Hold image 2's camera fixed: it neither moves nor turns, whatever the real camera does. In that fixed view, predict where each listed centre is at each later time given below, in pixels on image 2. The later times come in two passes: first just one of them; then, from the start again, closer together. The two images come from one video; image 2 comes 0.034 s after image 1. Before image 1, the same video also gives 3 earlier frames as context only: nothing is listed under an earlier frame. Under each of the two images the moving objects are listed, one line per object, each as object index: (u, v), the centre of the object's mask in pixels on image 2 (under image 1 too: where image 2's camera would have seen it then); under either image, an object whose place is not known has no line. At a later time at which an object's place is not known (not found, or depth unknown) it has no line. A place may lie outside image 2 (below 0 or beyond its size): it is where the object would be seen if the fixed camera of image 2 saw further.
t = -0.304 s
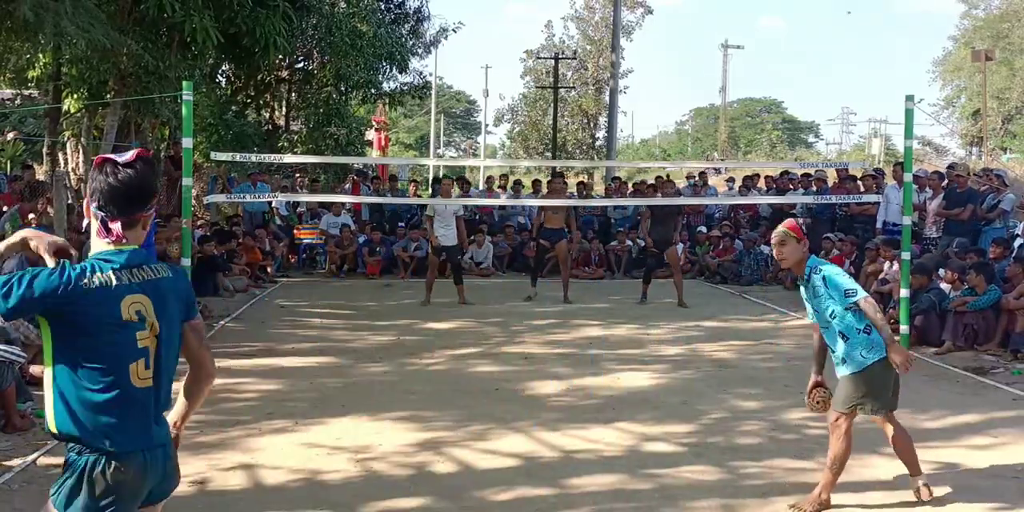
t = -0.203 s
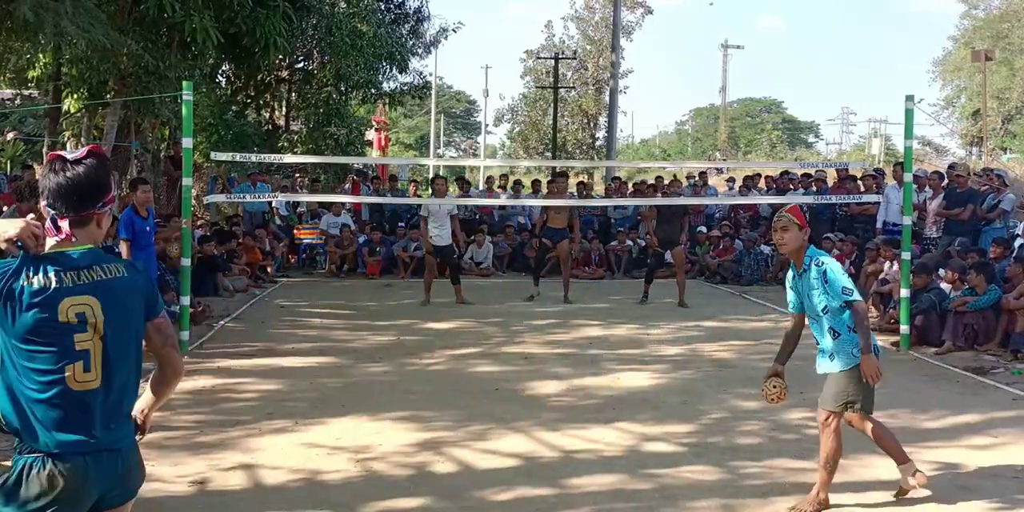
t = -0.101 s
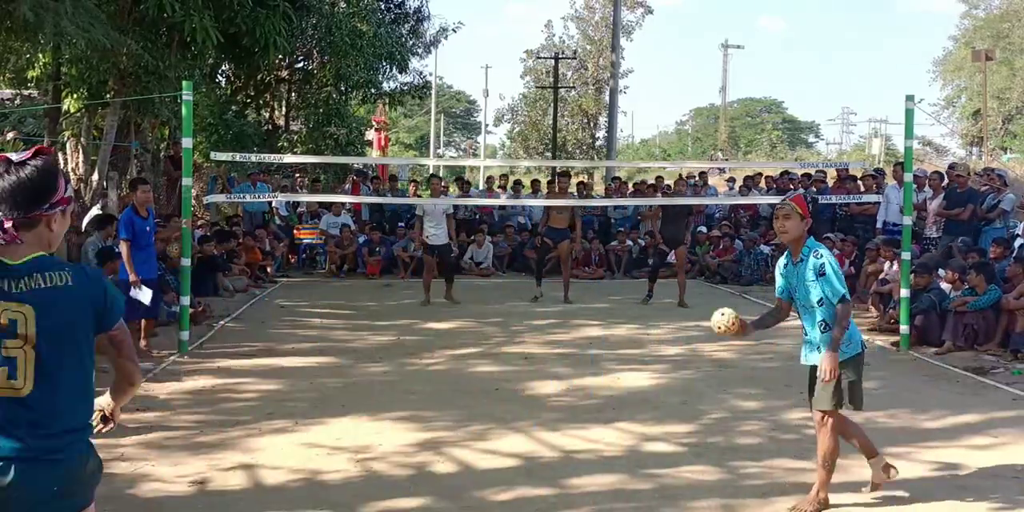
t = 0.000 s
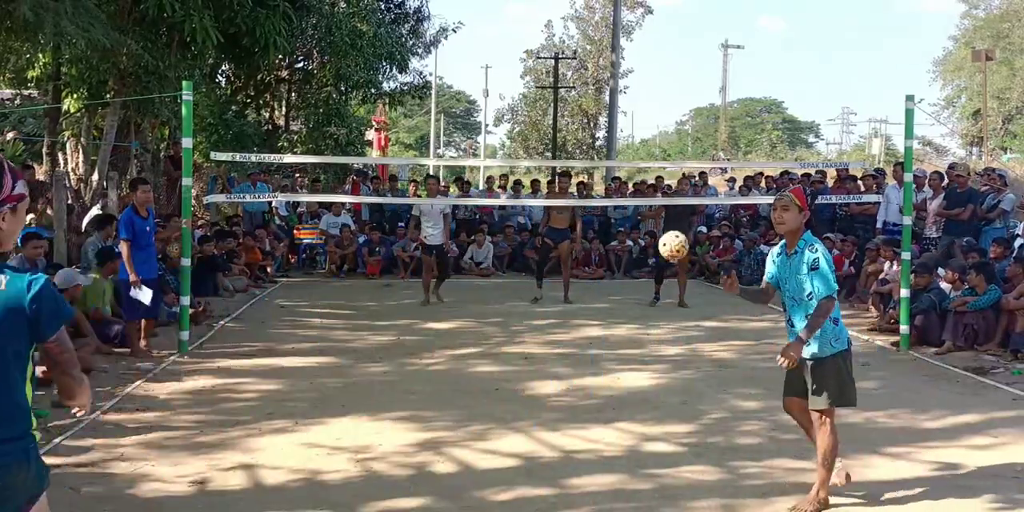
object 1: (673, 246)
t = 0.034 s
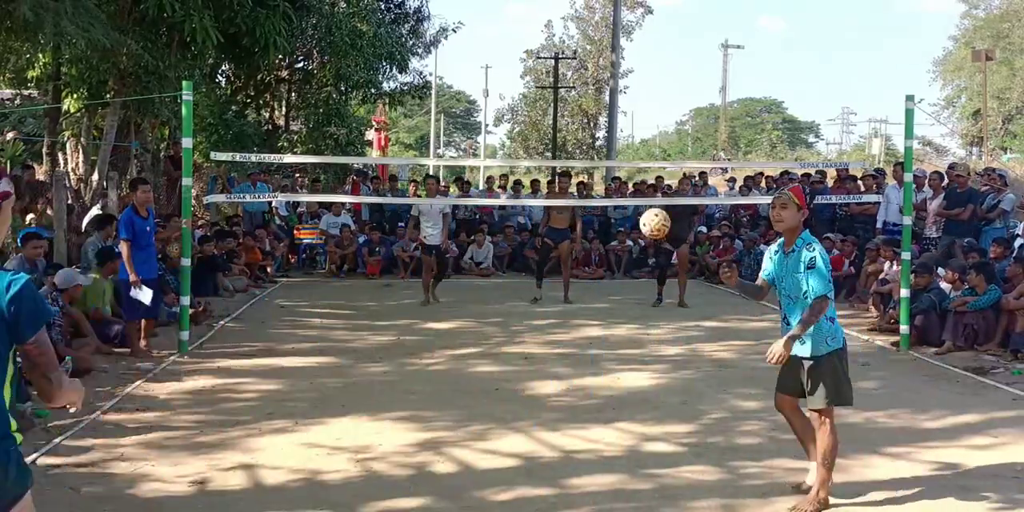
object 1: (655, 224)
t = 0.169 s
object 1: (571, 152)
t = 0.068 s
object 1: (635, 203)
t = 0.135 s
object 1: (593, 166)
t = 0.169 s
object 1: (571, 152)
